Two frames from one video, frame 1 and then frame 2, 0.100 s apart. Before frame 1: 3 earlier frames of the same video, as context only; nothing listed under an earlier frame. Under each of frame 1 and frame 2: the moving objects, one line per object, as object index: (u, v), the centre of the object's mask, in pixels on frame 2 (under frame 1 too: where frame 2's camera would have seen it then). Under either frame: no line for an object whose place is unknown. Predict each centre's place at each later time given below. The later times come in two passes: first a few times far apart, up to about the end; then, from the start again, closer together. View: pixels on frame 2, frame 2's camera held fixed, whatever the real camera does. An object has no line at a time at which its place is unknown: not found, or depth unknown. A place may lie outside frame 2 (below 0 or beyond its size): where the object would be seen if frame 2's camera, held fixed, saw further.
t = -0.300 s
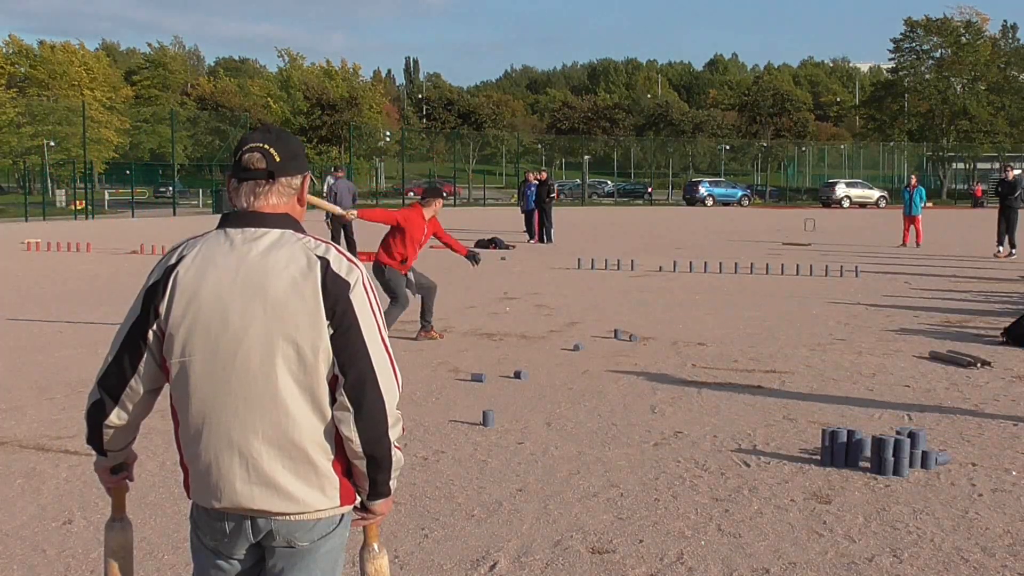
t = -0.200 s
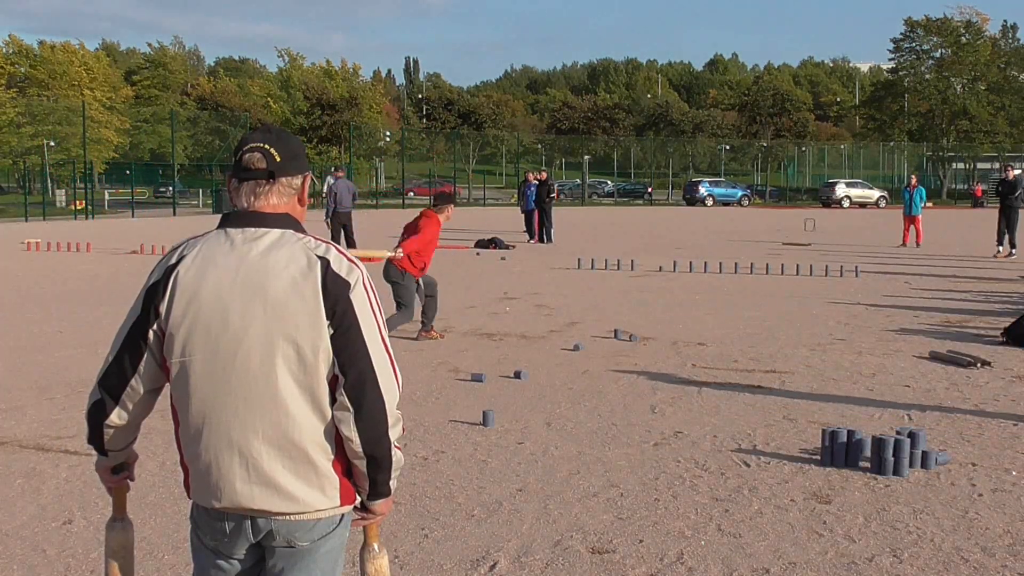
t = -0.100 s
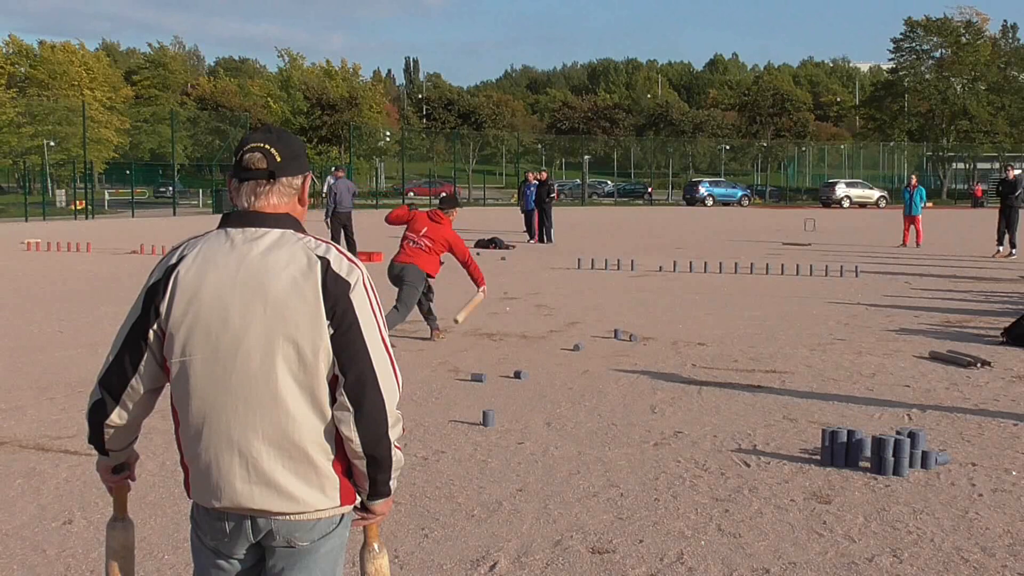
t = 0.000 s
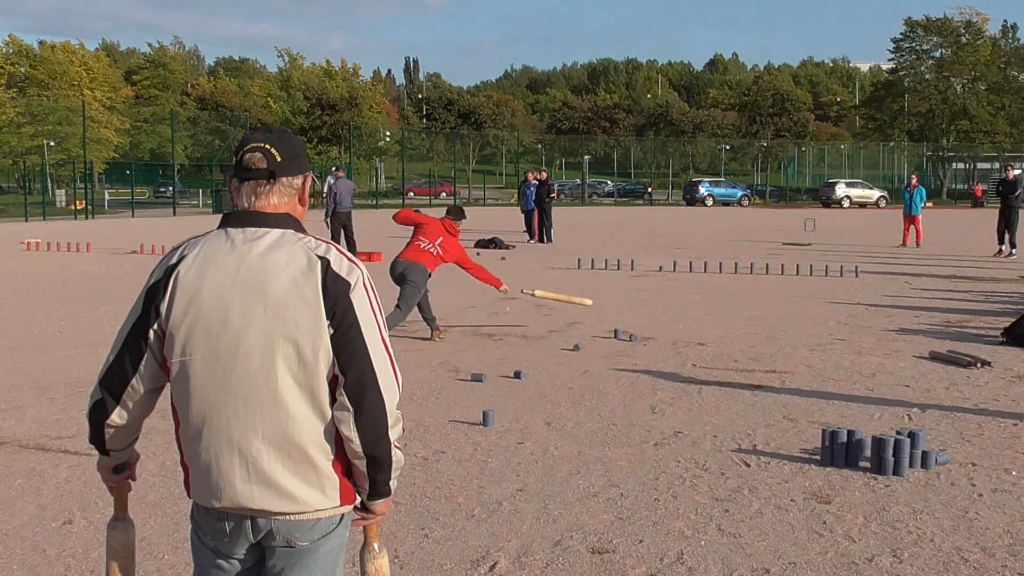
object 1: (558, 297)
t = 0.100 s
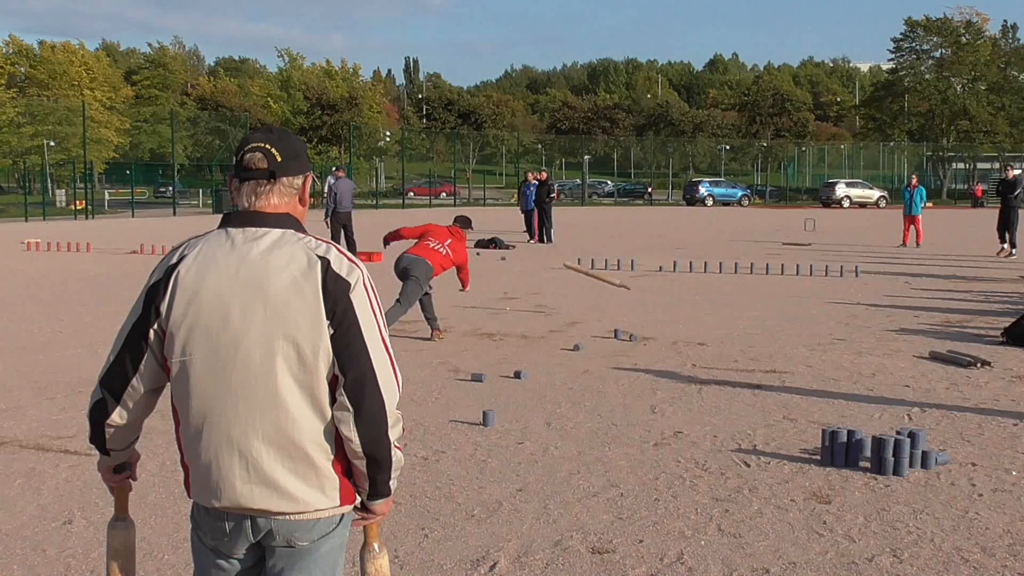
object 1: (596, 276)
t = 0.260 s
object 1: (641, 264)
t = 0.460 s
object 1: (679, 274)
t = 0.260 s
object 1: (641, 264)
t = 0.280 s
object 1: (644, 263)
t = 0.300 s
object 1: (649, 264)
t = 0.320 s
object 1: (654, 264)
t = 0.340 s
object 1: (658, 265)
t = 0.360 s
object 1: (661, 266)
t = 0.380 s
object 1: (665, 268)
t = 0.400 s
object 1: (669, 269)
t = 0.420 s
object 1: (672, 271)
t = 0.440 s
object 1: (675, 272)
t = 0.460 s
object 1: (679, 274)
